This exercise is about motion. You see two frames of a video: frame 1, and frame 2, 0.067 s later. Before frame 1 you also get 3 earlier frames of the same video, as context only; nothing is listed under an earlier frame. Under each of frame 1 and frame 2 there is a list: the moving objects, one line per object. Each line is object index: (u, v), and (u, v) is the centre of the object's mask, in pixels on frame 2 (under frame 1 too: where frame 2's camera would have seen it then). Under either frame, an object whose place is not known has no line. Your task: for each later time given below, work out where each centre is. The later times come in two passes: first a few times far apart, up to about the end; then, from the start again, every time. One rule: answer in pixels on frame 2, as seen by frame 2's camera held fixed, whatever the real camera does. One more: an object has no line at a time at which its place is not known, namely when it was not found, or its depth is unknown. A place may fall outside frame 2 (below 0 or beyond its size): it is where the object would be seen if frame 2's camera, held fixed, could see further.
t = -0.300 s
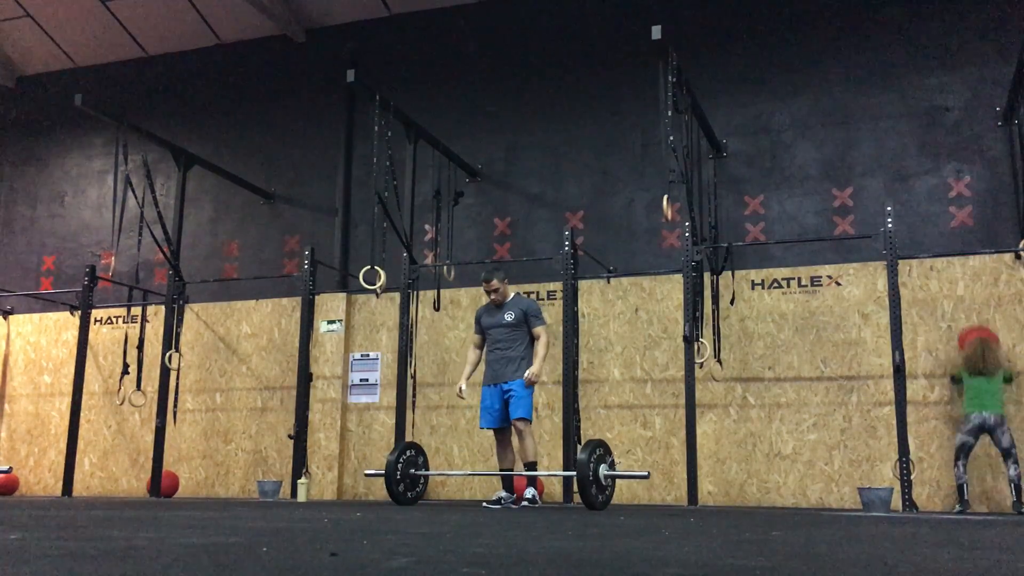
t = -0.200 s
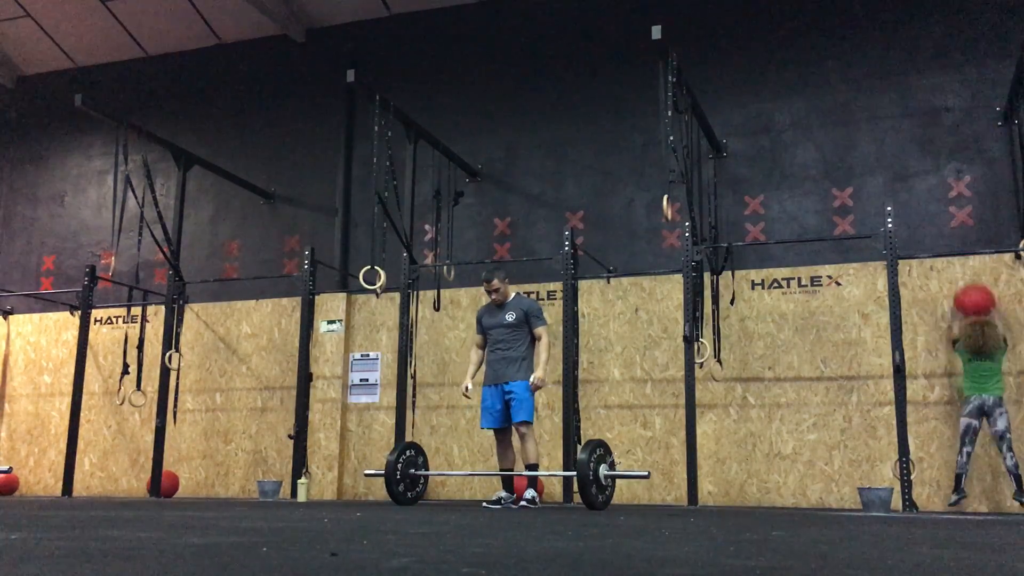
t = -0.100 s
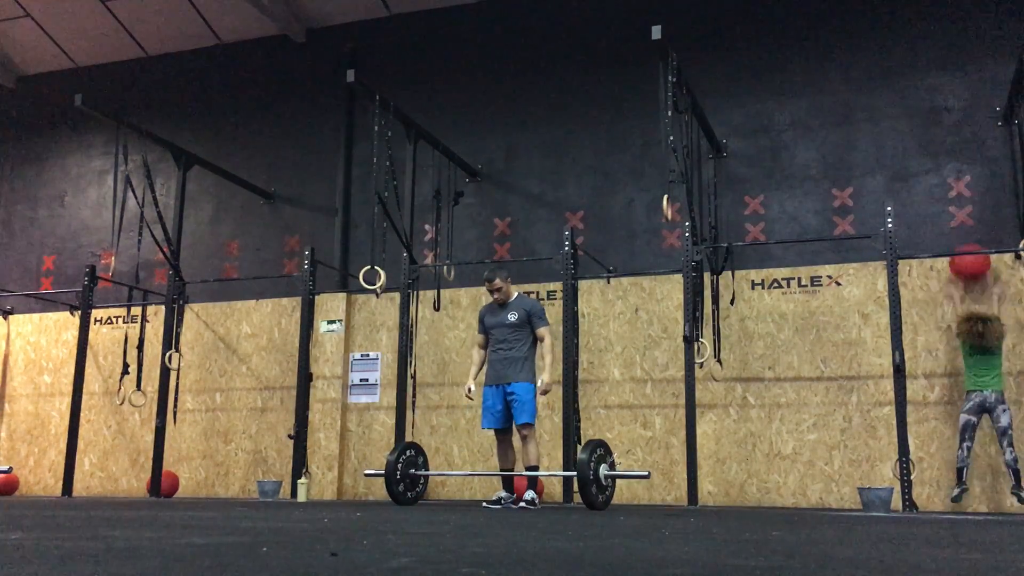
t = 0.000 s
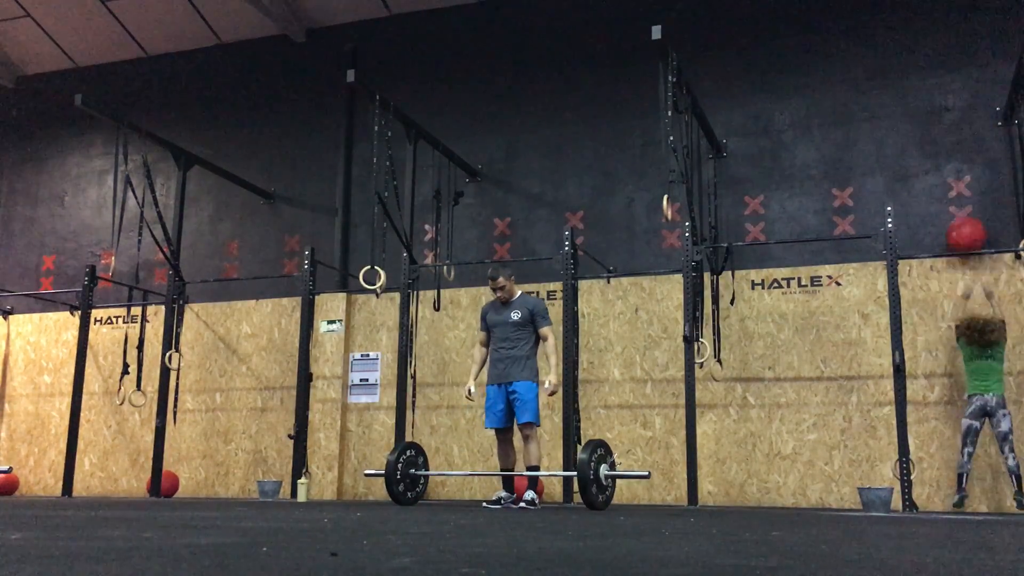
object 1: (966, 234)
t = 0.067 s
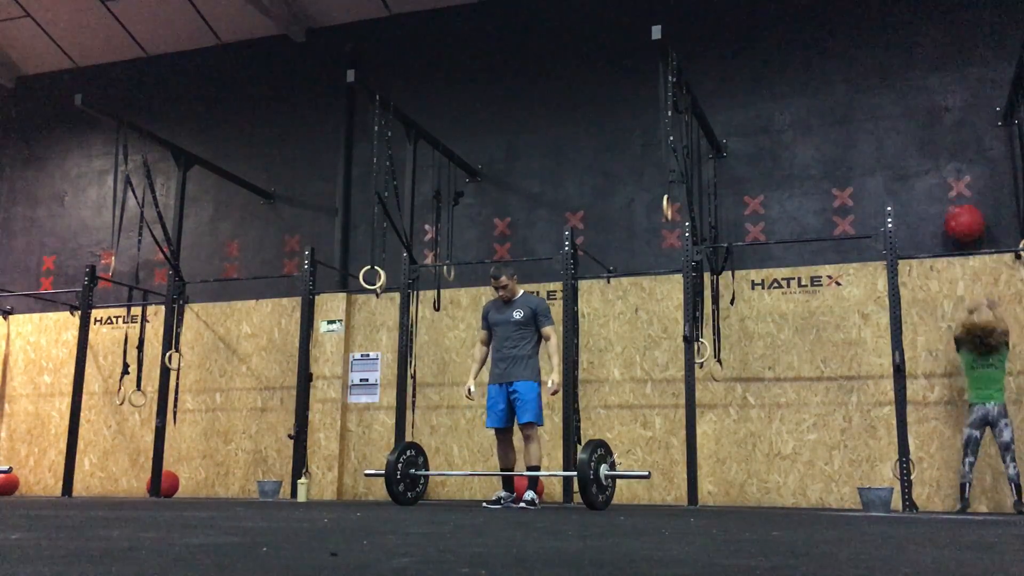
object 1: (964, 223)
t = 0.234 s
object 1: (962, 211)
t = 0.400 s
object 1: (963, 219)
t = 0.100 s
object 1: (964, 219)
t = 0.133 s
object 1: (963, 215)
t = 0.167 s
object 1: (962, 213)
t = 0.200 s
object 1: (962, 212)
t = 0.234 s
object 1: (962, 211)
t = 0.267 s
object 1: (962, 211)
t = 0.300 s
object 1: (961, 211)
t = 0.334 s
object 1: (962, 213)
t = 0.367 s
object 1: (962, 217)
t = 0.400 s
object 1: (963, 219)
